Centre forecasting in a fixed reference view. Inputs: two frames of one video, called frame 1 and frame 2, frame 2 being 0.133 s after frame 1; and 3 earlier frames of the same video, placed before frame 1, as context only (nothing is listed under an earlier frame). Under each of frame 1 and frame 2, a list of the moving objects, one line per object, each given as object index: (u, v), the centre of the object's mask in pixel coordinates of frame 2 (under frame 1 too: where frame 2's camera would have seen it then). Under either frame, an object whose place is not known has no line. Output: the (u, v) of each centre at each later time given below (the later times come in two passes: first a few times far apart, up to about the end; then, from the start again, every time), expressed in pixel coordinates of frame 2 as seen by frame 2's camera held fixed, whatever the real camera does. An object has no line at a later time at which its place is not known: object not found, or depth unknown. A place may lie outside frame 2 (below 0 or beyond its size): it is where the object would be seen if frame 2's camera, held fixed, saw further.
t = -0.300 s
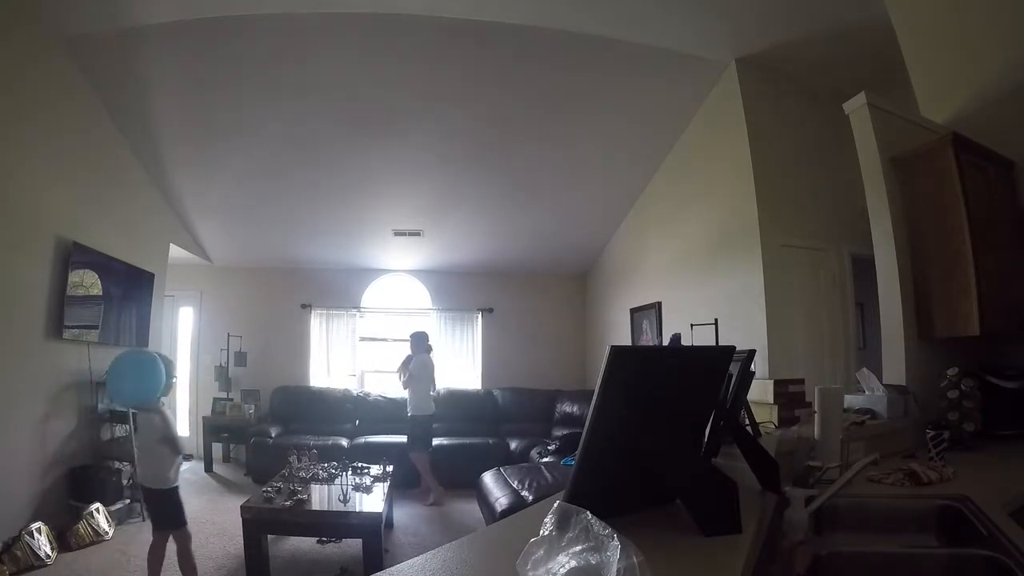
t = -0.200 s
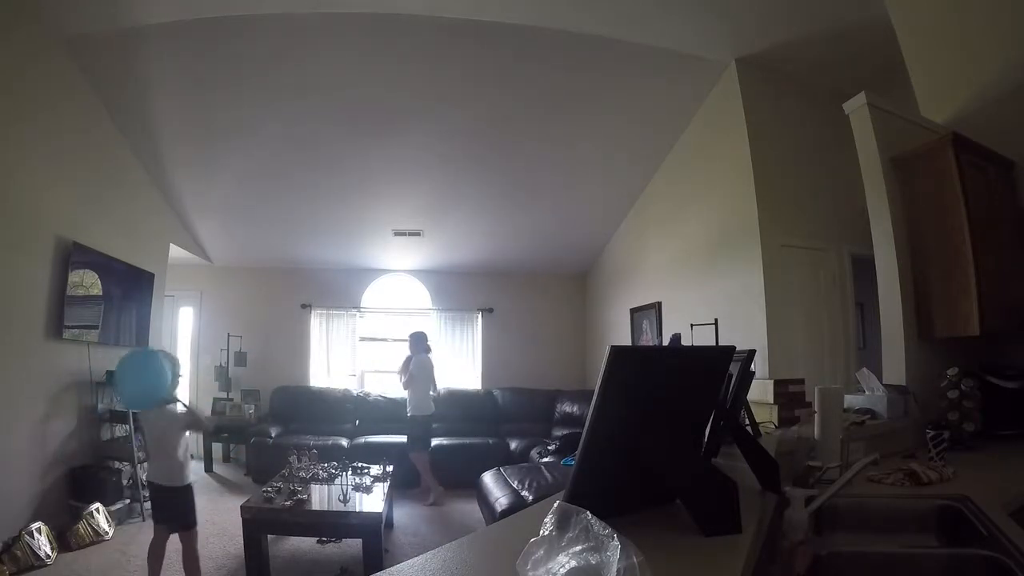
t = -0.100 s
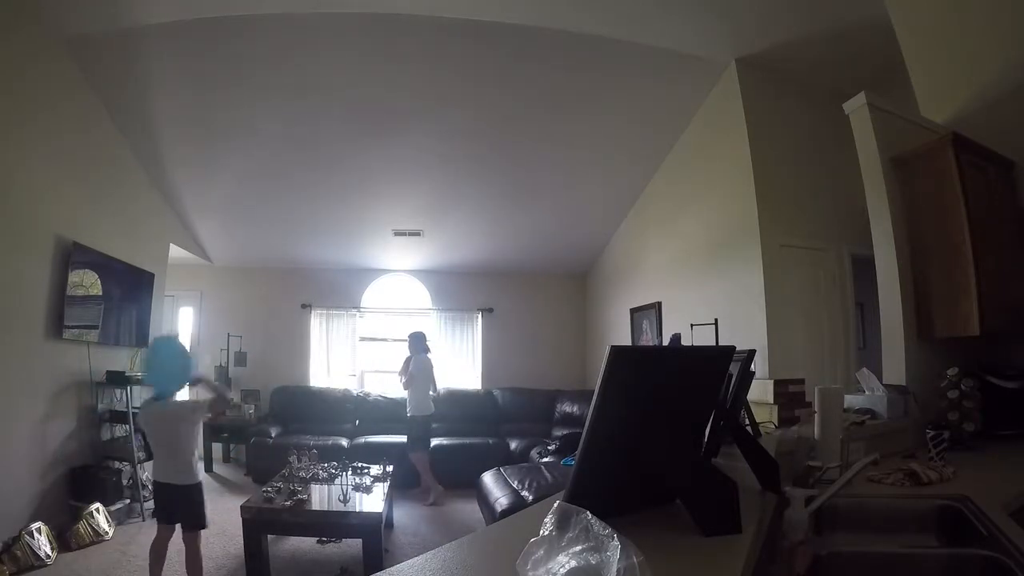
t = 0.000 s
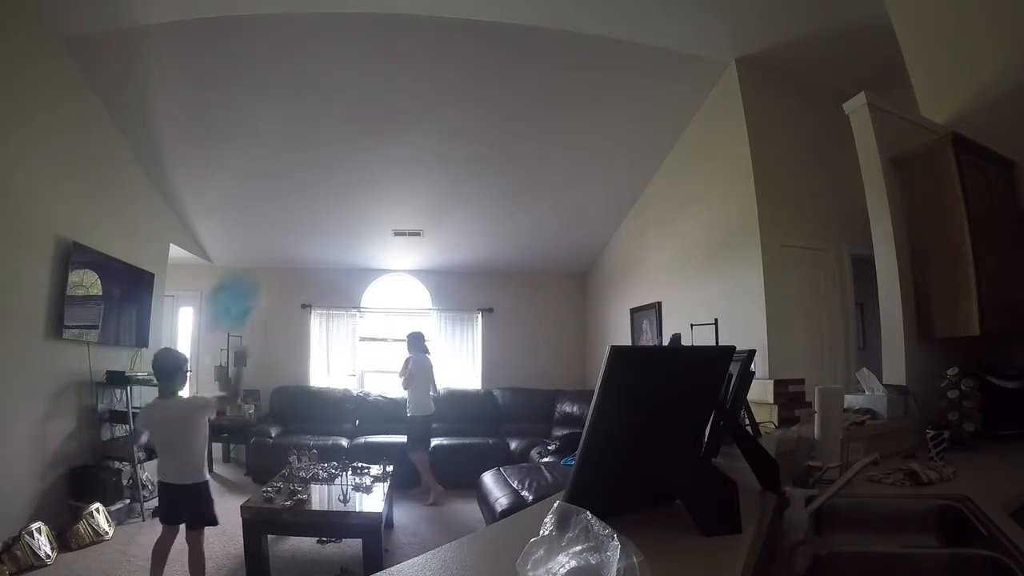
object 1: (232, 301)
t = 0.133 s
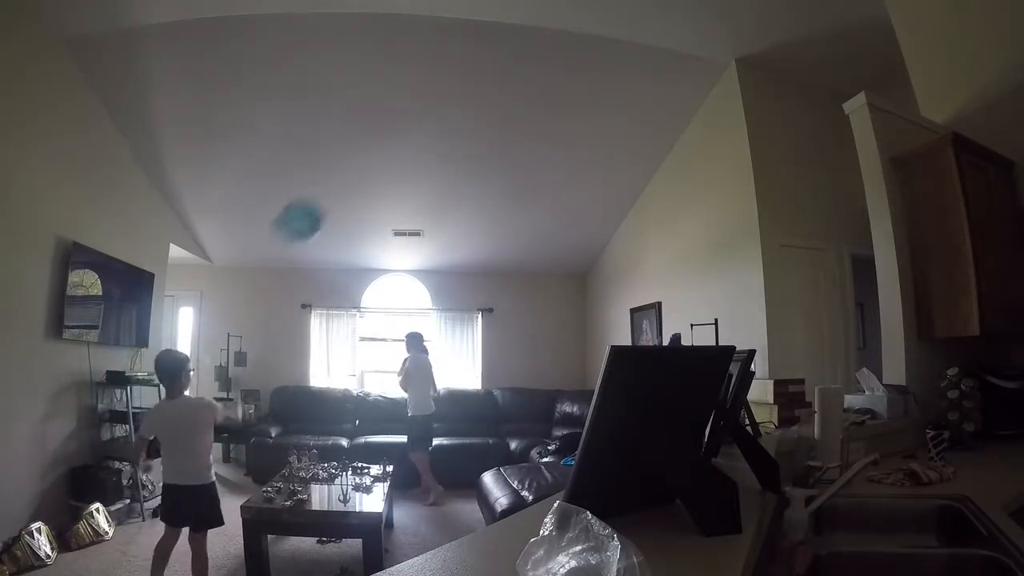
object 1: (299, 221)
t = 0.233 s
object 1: (333, 190)
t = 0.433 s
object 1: (381, 171)
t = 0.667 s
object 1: (418, 189)
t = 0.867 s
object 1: (438, 219)
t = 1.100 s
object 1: (448, 271)
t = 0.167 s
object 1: (311, 209)
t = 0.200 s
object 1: (323, 198)
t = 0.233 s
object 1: (333, 190)
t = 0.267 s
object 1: (341, 184)
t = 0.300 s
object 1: (350, 178)
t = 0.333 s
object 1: (358, 174)
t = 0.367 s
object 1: (366, 173)
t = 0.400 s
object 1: (374, 171)
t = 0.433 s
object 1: (381, 171)
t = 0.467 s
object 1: (388, 172)
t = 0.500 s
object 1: (394, 174)
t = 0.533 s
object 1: (399, 176)
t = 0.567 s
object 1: (405, 178)
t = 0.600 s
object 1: (410, 181)
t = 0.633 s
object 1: (414, 184)
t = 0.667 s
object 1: (418, 189)
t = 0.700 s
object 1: (423, 193)
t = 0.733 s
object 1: (426, 197)
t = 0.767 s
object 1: (430, 202)
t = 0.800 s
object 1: (433, 207)
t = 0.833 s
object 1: (435, 213)
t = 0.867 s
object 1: (438, 219)
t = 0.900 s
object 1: (441, 225)
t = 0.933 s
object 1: (443, 232)
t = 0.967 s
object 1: (445, 239)
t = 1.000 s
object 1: (447, 247)
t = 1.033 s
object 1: (448, 254)
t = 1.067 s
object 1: (449, 262)
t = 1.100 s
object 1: (448, 271)
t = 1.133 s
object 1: (448, 279)
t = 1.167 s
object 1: (447, 290)
